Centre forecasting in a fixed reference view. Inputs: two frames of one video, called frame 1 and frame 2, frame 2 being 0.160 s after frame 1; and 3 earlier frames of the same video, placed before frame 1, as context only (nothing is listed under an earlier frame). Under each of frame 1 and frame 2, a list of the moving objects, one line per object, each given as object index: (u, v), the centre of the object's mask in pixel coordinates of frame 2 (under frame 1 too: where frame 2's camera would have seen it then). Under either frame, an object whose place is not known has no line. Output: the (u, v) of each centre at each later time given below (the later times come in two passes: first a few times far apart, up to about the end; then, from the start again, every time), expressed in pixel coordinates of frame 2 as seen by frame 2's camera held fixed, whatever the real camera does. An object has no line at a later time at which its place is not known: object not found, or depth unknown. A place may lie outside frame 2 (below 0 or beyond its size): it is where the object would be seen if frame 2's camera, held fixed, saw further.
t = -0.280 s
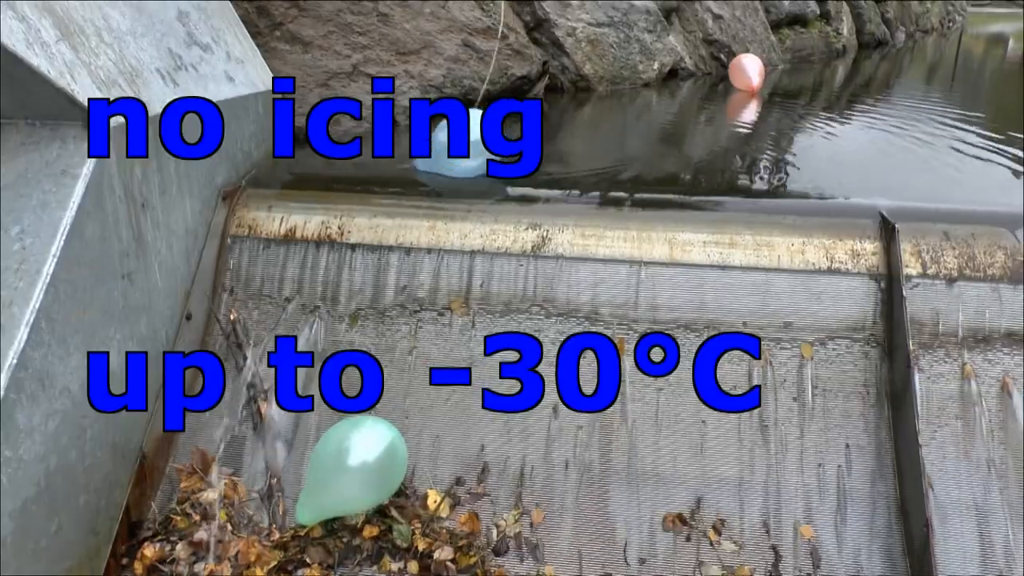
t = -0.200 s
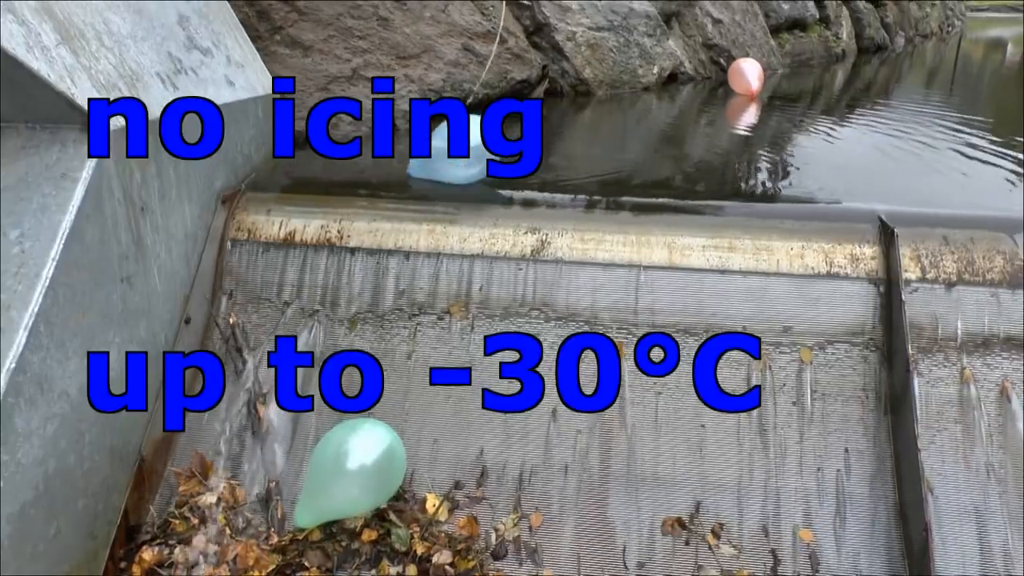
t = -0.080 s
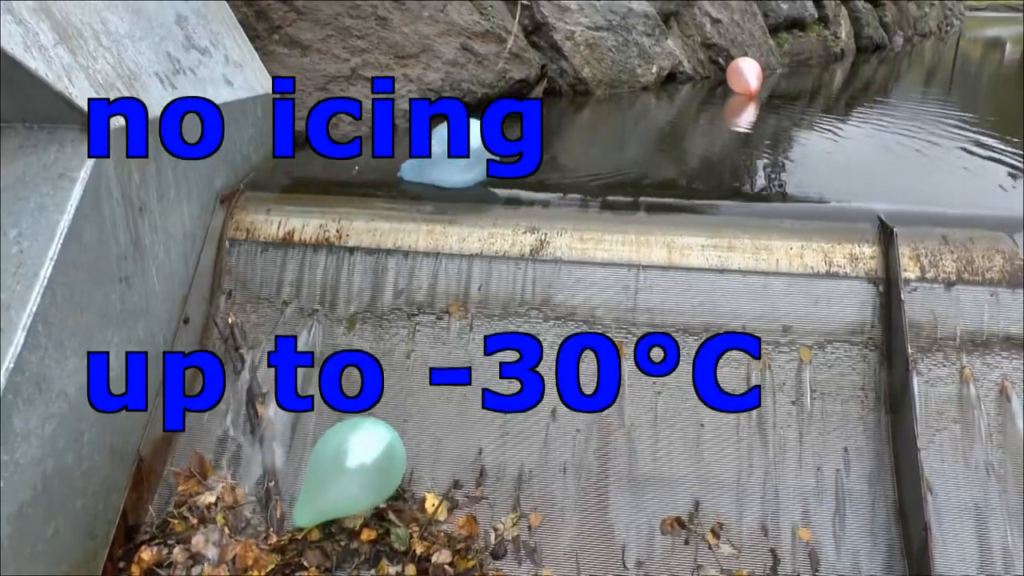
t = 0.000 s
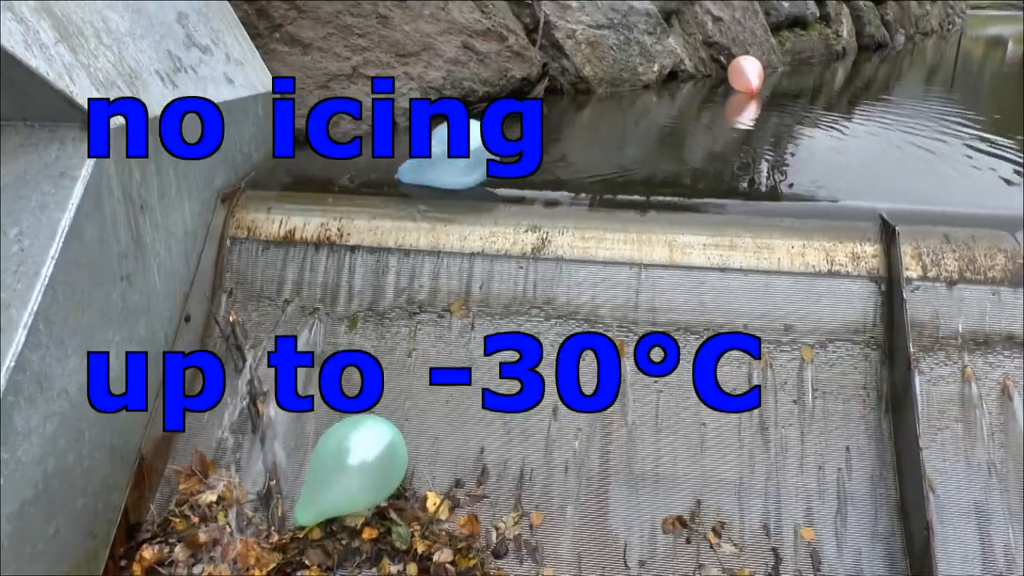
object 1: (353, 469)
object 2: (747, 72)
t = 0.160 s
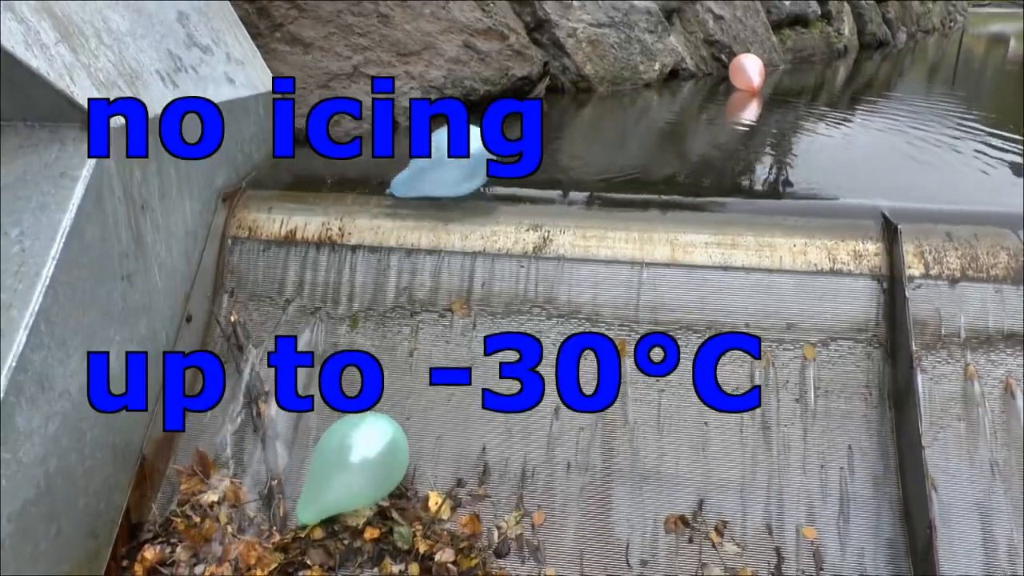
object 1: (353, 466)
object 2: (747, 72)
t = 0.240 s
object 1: (352, 465)
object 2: (747, 72)
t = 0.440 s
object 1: (348, 461)
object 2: (748, 72)
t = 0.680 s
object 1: (337, 463)
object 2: (750, 72)
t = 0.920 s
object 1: (340, 463)
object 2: (751, 71)
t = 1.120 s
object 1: (340, 464)
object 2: (753, 71)
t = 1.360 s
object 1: (340, 463)
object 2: (756, 71)
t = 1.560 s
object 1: (341, 463)
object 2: (758, 72)
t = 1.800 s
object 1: (341, 462)
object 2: (761, 72)
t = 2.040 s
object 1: (340, 462)
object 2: (765, 71)
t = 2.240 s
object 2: (770, 70)
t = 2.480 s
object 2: (775, 69)
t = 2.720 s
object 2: (781, 64)
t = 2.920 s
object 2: (785, 65)
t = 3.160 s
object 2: (789, 67)
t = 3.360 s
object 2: (792, 66)
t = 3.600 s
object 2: (796, 66)
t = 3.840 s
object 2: (798, 67)
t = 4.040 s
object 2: (799, 65)
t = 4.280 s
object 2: (797, 64)
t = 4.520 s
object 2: (799, 63)
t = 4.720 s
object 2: (798, 64)
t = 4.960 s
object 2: (797, 65)
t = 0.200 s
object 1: (353, 466)
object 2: (747, 72)
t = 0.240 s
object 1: (352, 465)
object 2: (747, 72)
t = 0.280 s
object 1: (351, 464)
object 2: (748, 72)
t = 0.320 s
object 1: (350, 463)
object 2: (748, 72)
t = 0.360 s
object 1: (349, 463)
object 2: (748, 72)
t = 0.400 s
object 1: (349, 462)
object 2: (749, 72)
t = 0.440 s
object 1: (348, 461)
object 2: (748, 72)
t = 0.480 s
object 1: (347, 461)
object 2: (749, 72)
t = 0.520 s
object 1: (345, 461)
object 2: (749, 71)
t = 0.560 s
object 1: (344, 460)
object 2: (749, 71)
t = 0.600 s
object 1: (341, 460)
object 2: (749, 71)
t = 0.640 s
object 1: (340, 461)
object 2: (749, 71)
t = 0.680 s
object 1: (337, 463)
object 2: (750, 72)
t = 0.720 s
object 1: (338, 463)
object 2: (750, 72)
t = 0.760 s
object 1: (338, 462)
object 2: (750, 72)
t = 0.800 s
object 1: (339, 462)
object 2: (750, 72)
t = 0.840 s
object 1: (339, 463)
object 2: (750, 71)
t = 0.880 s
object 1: (340, 463)
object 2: (751, 71)
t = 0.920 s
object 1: (340, 463)
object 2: (751, 71)
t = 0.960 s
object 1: (340, 463)
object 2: (751, 72)
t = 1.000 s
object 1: (340, 463)
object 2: (752, 72)
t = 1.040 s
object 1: (340, 463)
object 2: (752, 71)
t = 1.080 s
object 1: (340, 464)
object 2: (752, 71)
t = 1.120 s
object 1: (340, 464)
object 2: (753, 71)
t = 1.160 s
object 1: (340, 464)
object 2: (754, 71)
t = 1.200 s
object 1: (340, 464)
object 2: (754, 71)
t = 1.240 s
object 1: (340, 464)
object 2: (754, 71)
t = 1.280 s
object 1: (340, 464)
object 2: (755, 71)
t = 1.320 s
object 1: (340, 464)
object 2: (755, 71)
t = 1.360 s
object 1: (340, 463)
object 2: (756, 71)
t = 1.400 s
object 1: (340, 463)
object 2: (756, 72)
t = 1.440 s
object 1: (340, 463)
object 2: (756, 72)
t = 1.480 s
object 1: (341, 463)
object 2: (756, 72)
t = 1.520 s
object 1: (341, 463)
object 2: (757, 71)
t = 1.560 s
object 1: (341, 463)
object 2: (758, 72)
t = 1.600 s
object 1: (341, 462)
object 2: (758, 72)
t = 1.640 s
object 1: (341, 462)
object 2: (759, 72)
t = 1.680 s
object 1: (341, 462)
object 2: (759, 73)
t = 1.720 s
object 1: (342, 462)
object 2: (760, 72)
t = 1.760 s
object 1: (341, 462)
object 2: (761, 72)
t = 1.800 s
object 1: (341, 462)
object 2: (761, 72)
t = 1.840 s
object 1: (341, 462)
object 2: (762, 72)
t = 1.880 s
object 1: (341, 462)
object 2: (763, 72)
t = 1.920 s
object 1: (340, 462)
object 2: (763, 72)
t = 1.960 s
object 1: (341, 462)
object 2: (764, 72)
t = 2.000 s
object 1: (341, 462)
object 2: (764, 72)
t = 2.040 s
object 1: (340, 462)
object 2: (765, 71)
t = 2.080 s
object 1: (341, 462)
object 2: (766, 71)
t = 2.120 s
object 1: (341, 463)
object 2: (767, 71)
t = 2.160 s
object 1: (341, 463)
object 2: (768, 70)
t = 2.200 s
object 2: (769, 70)
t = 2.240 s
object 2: (770, 70)
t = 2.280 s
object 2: (771, 70)
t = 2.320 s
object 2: (772, 70)
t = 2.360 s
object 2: (773, 69)
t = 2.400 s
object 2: (773, 69)
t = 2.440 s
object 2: (775, 69)
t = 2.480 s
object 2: (775, 69)
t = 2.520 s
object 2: (776, 68)
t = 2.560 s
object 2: (778, 68)
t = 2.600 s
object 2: (778, 67)
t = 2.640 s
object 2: (779, 67)
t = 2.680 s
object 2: (780, 65)
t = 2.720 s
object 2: (781, 64)
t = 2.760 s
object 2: (782, 63)
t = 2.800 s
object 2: (784, 64)
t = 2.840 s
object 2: (784, 65)
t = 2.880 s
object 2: (784, 65)
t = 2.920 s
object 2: (785, 65)
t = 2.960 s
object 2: (785, 66)
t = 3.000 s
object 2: (786, 66)
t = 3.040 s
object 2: (787, 67)
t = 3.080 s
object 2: (788, 66)
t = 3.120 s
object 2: (788, 67)
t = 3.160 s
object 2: (789, 67)
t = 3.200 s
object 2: (789, 67)
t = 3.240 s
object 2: (789, 67)
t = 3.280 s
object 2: (791, 67)
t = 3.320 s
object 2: (791, 66)
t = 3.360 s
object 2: (792, 66)
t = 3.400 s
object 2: (793, 66)
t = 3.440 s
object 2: (794, 67)
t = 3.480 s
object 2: (795, 66)
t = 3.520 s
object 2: (795, 66)
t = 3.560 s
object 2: (795, 66)
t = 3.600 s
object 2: (796, 66)
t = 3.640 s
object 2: (796, 66)
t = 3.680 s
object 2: (797, 66)
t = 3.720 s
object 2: (797, 66)
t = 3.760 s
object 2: (797, 67)
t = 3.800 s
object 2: (798, 67)
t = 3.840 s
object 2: (798, 67)
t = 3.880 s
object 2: (798, 67)
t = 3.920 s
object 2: (799, 66)
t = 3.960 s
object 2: (799, 66)
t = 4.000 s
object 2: (799, 65)
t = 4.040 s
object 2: (799, 65)
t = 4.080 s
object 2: (799, 65)
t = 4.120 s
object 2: (798, 65)
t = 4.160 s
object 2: (799, 65)
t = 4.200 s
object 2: (799, 65)
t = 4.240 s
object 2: (798, 65)
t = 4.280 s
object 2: (797, 64)
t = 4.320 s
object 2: (797, 64)
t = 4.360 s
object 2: (798, 64)
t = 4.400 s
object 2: (798, 64)
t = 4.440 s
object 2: (798, 63)
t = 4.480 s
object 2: (799, 63)
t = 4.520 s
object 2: (799, 63)
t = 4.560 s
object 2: (798, 63)
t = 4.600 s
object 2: (799, 63)
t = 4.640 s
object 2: (798, 64)
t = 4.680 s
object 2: (798, 64)
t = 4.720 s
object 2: (798, 64)
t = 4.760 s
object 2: (798, 64)
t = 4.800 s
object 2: (797, 64)
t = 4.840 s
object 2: (797, 63)
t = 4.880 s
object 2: (798, 64)
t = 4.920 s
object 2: (798, 64)
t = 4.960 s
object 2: (797, 65)
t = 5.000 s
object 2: (797, 64)
